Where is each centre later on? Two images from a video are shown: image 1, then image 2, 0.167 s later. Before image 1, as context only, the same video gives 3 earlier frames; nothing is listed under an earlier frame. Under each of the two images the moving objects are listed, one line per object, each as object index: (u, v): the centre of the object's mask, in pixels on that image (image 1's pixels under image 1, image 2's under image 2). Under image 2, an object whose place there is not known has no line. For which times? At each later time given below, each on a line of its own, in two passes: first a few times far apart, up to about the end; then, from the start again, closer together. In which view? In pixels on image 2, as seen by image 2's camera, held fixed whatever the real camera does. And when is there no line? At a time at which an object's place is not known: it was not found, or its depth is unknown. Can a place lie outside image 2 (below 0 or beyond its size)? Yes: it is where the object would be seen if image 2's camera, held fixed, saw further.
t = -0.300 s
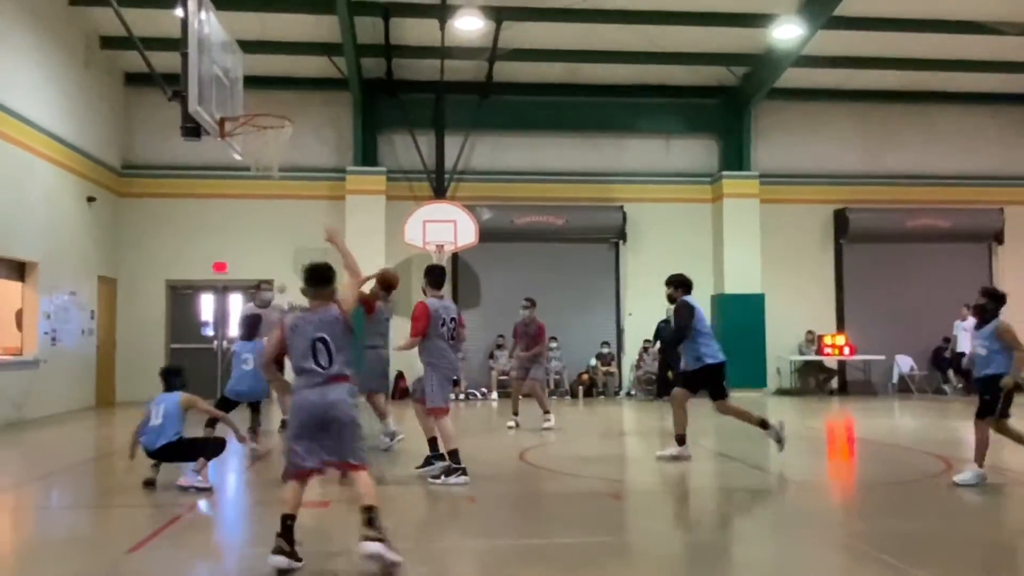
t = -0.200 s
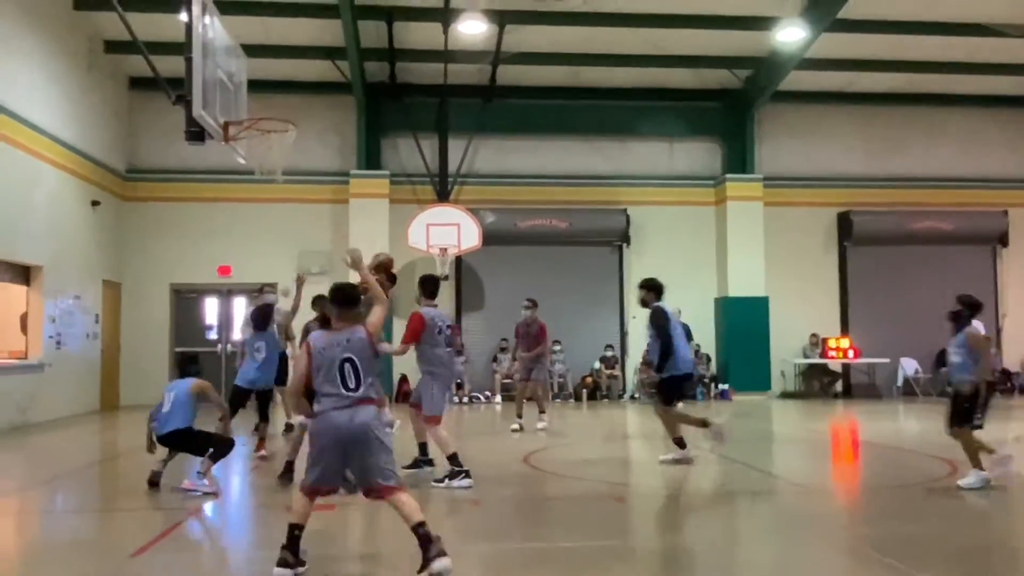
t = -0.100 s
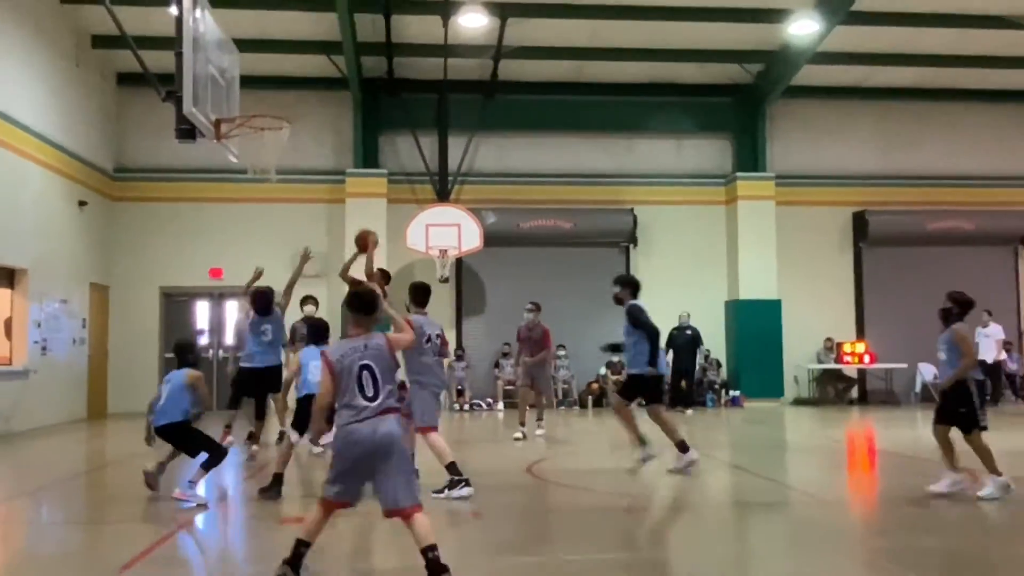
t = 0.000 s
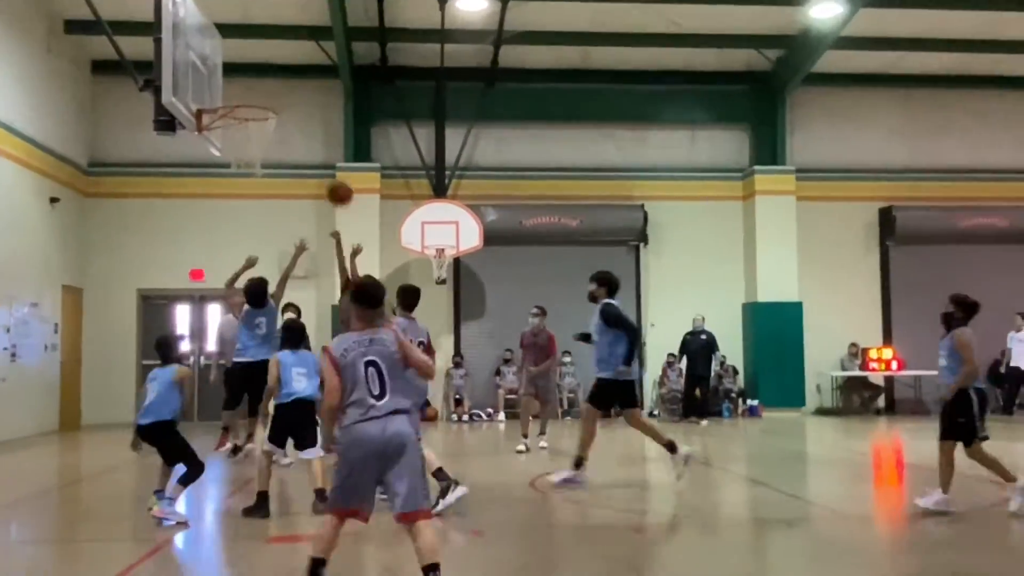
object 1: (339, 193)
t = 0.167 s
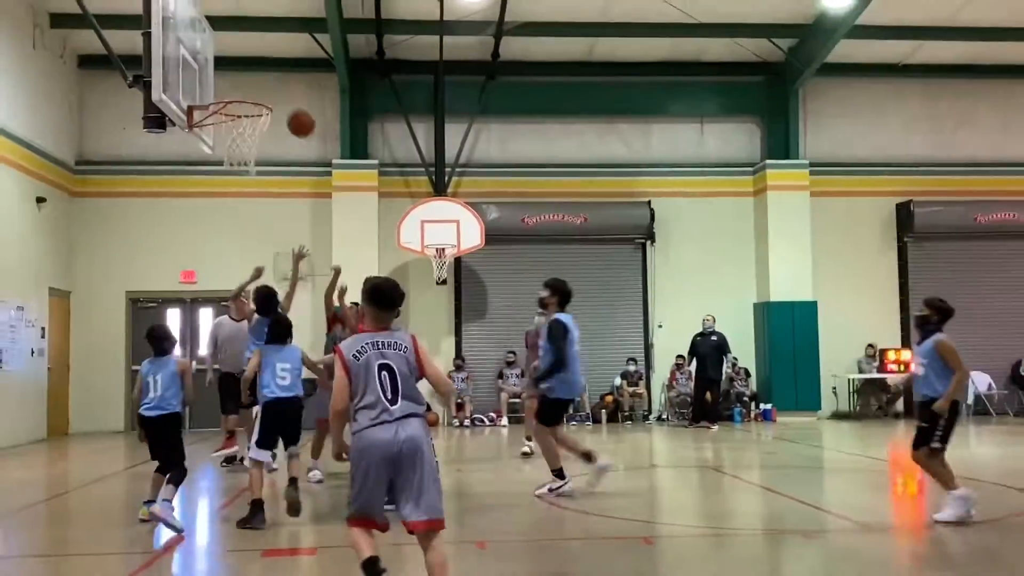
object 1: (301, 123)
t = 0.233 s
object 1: (287, 103)
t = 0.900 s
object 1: (255, 155)
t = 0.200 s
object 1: (294, 112)
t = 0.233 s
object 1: (287, 103)
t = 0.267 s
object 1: (280, 95)
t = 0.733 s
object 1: (236, 103)
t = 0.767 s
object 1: (241, 113)
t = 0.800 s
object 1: (246, 124)
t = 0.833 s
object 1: (250, 136)
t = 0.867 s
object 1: (253, 148)
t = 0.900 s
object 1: (255, 155)
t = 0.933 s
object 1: (256, 162)
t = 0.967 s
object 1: (258, 172)
